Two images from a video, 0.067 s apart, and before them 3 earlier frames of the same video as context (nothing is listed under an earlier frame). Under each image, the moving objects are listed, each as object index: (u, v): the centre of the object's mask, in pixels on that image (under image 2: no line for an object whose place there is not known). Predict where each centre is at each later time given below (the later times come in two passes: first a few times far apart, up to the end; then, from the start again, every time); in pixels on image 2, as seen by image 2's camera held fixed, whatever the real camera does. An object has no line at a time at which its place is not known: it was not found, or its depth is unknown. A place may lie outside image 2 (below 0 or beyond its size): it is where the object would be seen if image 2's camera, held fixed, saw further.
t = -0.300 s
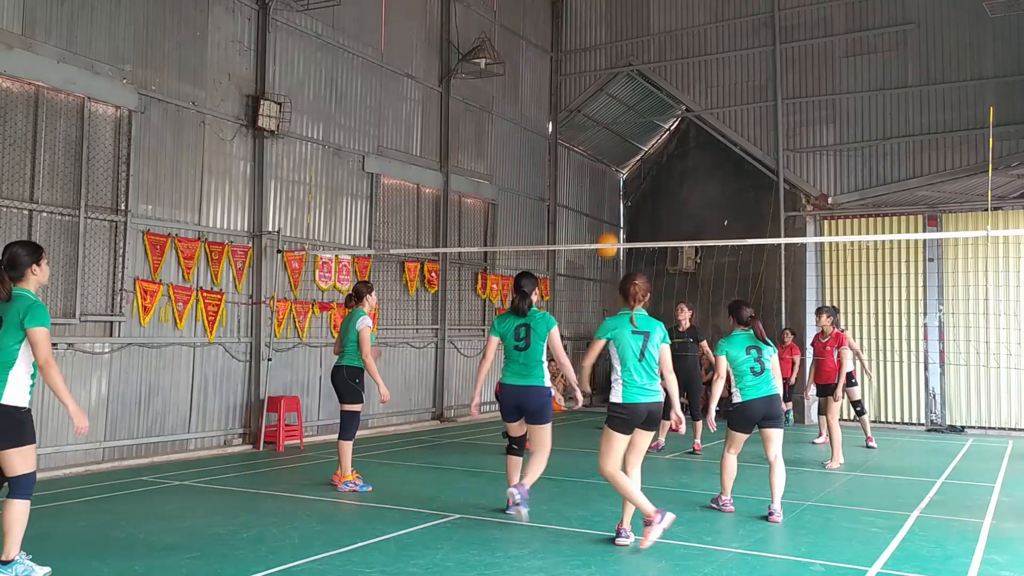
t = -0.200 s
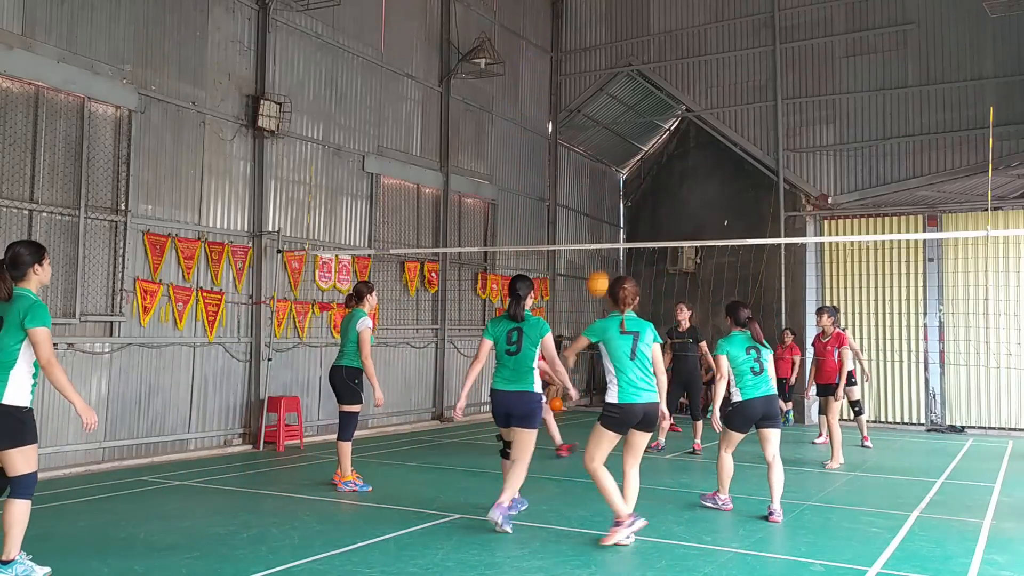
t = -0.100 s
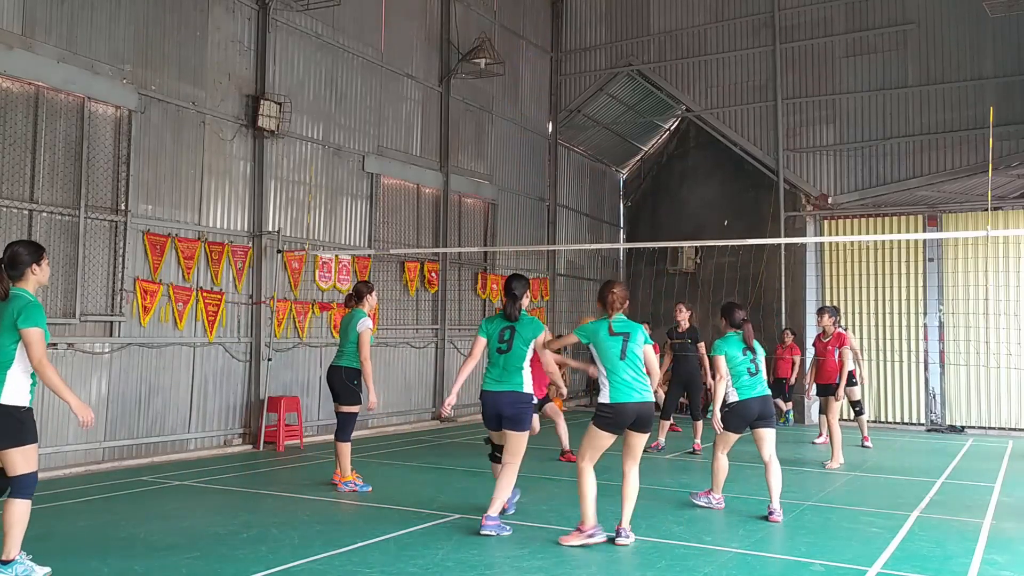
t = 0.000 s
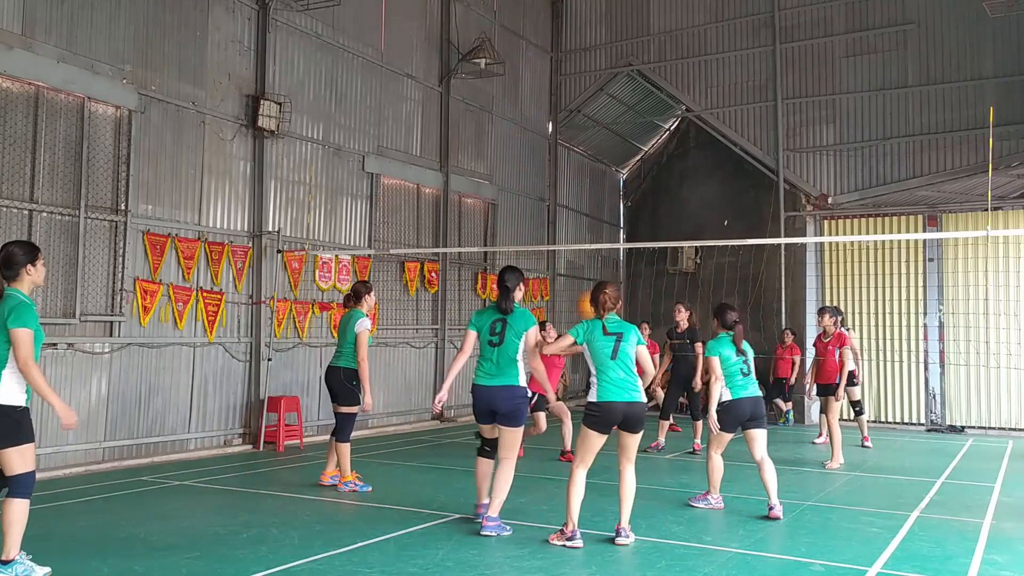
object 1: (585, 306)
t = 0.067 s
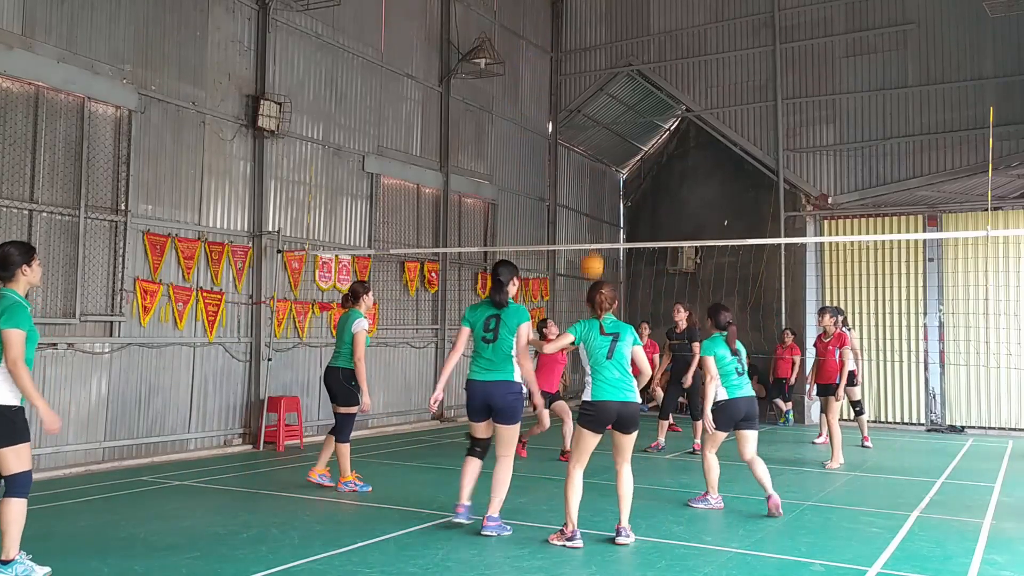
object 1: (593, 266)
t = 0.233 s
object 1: (600, 185)
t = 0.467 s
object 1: (611, 118)
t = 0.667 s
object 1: (620, 101)
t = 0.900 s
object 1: (631, 130)
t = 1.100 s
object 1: (640, 197)
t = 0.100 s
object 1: (595, 247)
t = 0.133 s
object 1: (596, 230)
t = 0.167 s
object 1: (597, 214)
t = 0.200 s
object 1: (599, 199)
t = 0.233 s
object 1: (600, 185)
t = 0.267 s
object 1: (602, 173)
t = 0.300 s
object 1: (603, 161)
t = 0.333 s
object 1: (605, 150)
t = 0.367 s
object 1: (606, 141)
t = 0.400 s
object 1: (608, 132)
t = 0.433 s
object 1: (609, 125)
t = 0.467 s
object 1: (611, 118)
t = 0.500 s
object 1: (613, 113)
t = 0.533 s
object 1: (615, 109)
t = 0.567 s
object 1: (616, 105)
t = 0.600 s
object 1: (617, 103)
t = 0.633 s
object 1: (619, 102)
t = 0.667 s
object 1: (620, 101)
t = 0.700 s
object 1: (622, 102)
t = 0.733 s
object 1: (623, 104)
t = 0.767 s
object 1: (625, 107)
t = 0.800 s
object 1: (627, 111)
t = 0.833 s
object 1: (628, 116)
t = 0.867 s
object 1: (630, 123)
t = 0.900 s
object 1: (631, 130)
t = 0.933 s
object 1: (633, 139)
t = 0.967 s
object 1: (634, 148)
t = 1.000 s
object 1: (636, 159)
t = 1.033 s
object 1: (637, 171)
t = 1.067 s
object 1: (639, 184)
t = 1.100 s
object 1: (640, 197)
